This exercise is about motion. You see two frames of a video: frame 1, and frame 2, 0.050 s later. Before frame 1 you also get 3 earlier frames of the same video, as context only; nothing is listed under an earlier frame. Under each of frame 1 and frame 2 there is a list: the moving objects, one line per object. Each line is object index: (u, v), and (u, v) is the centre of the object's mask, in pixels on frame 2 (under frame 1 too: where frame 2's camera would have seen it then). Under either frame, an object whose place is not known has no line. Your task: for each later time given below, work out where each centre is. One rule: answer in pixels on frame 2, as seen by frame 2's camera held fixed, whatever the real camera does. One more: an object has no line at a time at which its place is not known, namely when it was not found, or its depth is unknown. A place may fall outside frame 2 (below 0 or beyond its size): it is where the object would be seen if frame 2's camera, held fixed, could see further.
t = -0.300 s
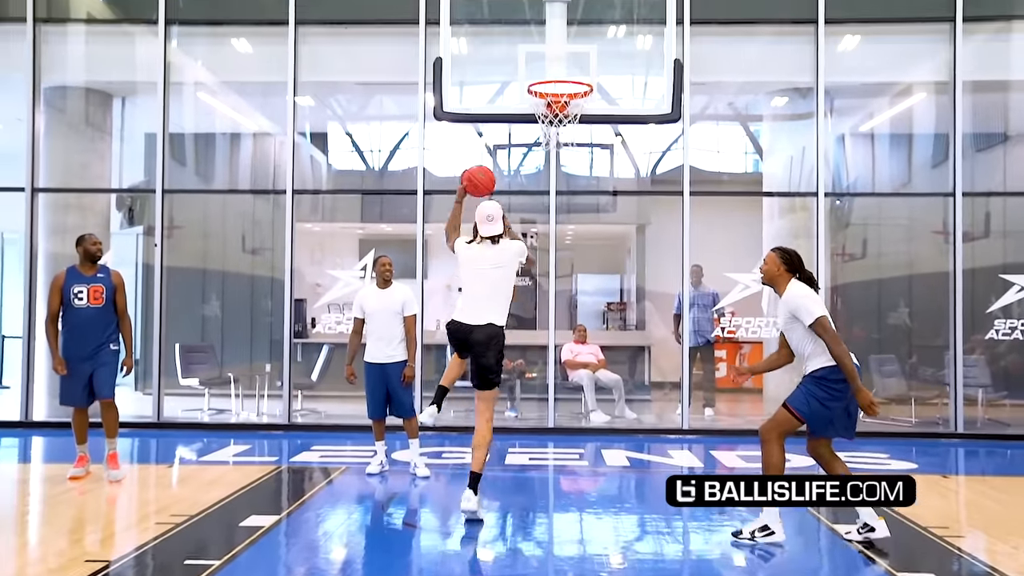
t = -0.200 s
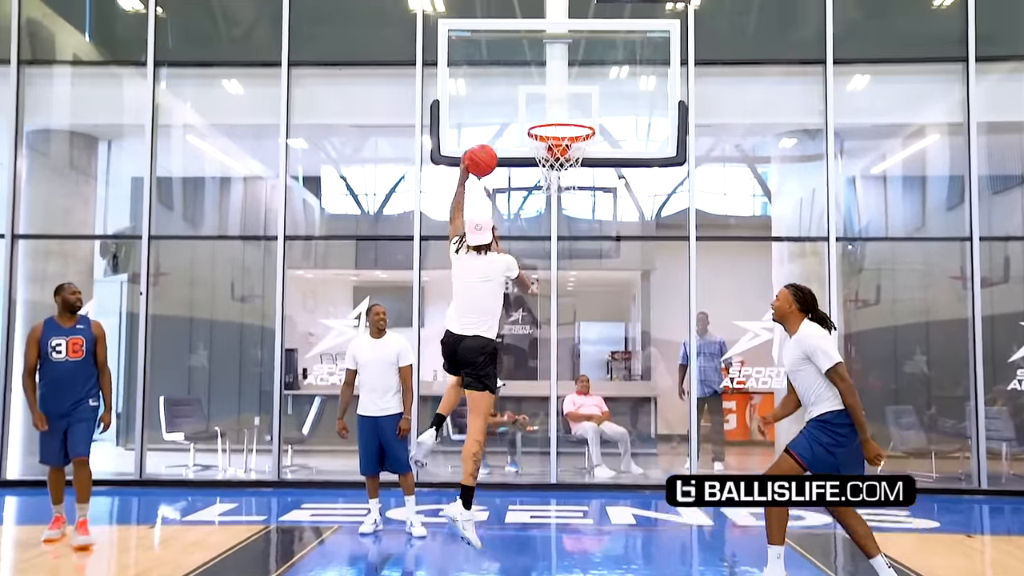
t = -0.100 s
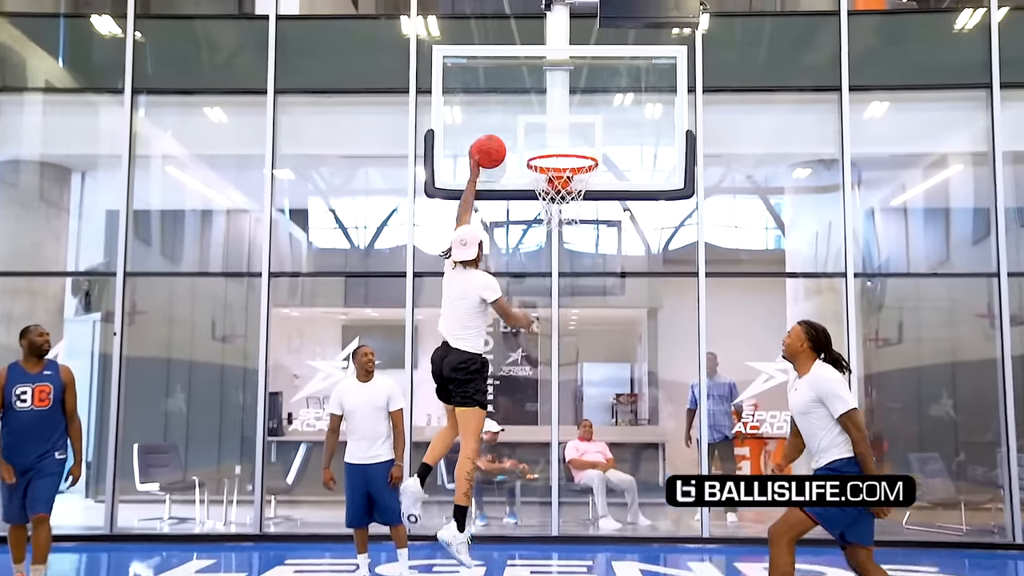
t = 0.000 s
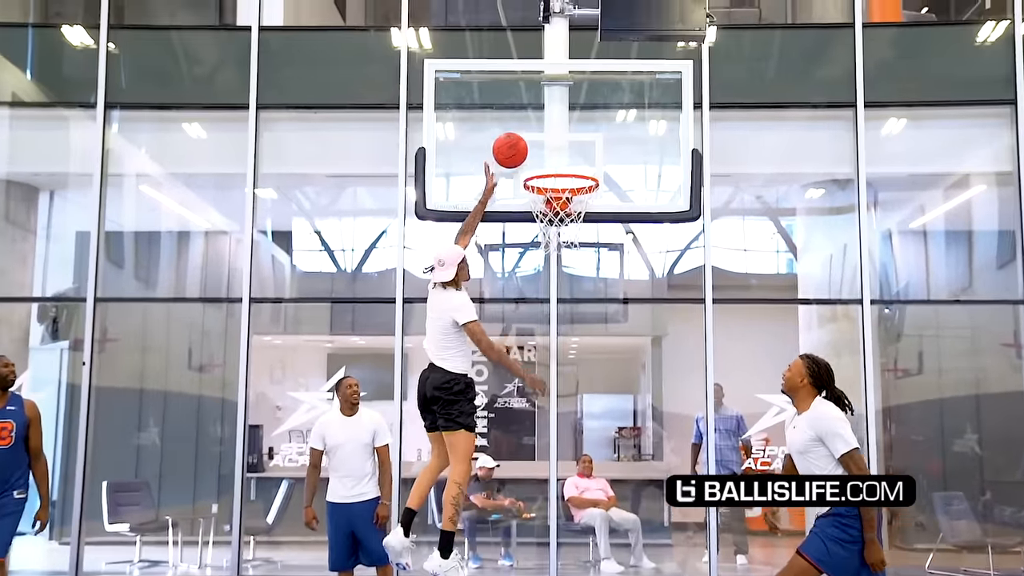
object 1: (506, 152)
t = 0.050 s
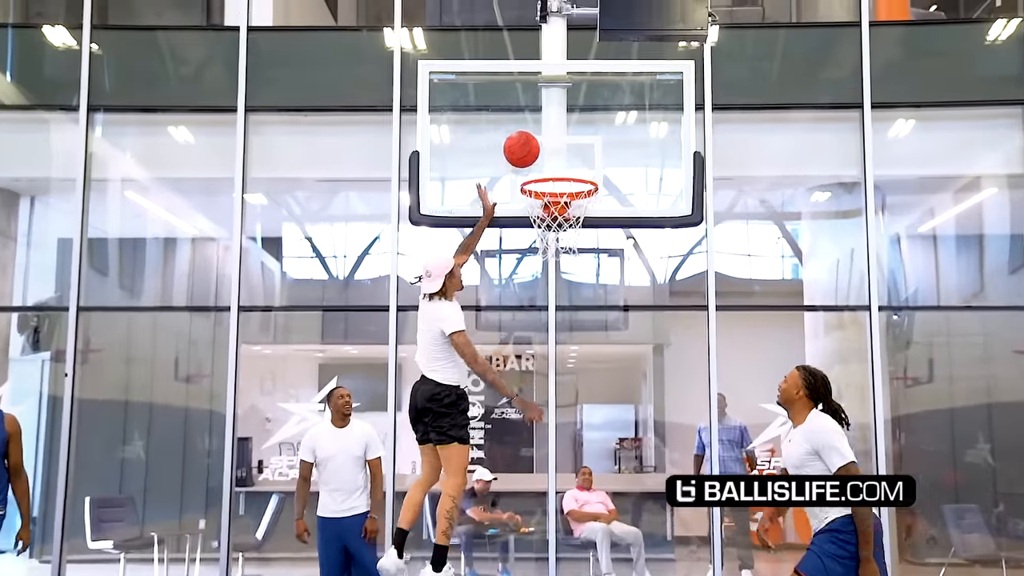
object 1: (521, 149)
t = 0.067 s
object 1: (525, 148)
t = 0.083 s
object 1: (528, 147)
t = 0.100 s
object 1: (532, 147)
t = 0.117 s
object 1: (535, 147)
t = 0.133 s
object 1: (538, 147)
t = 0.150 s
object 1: (542, 148)
